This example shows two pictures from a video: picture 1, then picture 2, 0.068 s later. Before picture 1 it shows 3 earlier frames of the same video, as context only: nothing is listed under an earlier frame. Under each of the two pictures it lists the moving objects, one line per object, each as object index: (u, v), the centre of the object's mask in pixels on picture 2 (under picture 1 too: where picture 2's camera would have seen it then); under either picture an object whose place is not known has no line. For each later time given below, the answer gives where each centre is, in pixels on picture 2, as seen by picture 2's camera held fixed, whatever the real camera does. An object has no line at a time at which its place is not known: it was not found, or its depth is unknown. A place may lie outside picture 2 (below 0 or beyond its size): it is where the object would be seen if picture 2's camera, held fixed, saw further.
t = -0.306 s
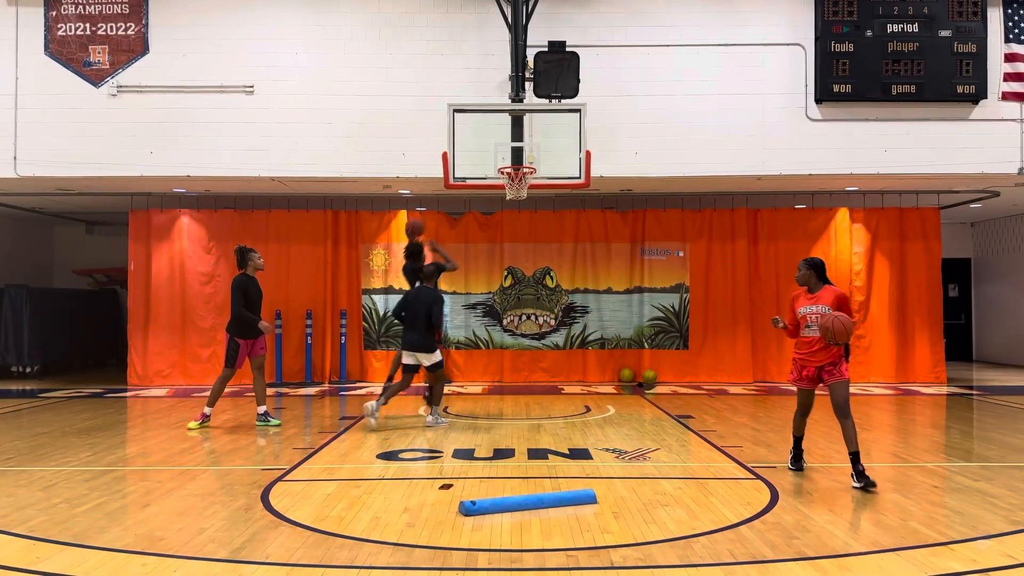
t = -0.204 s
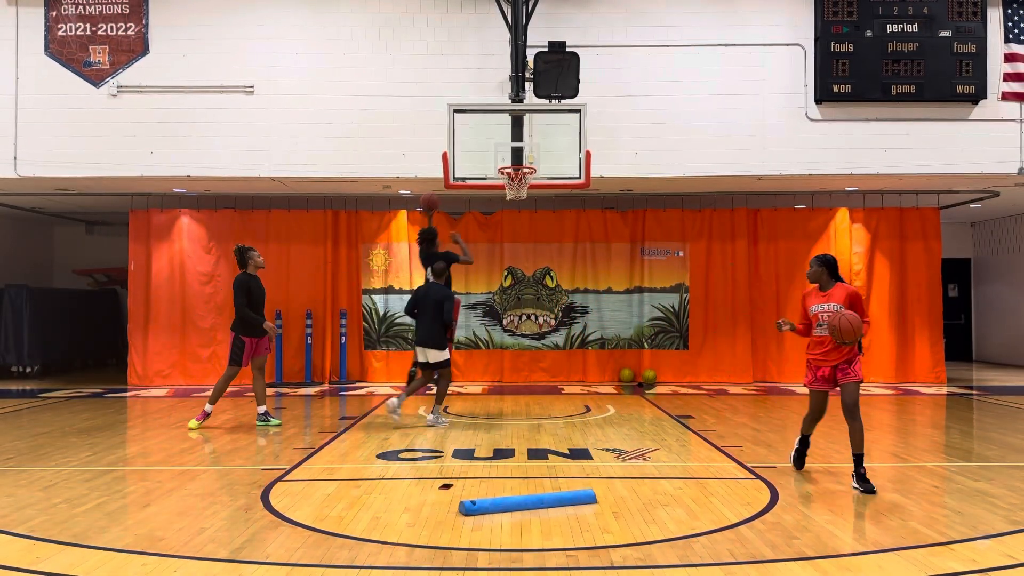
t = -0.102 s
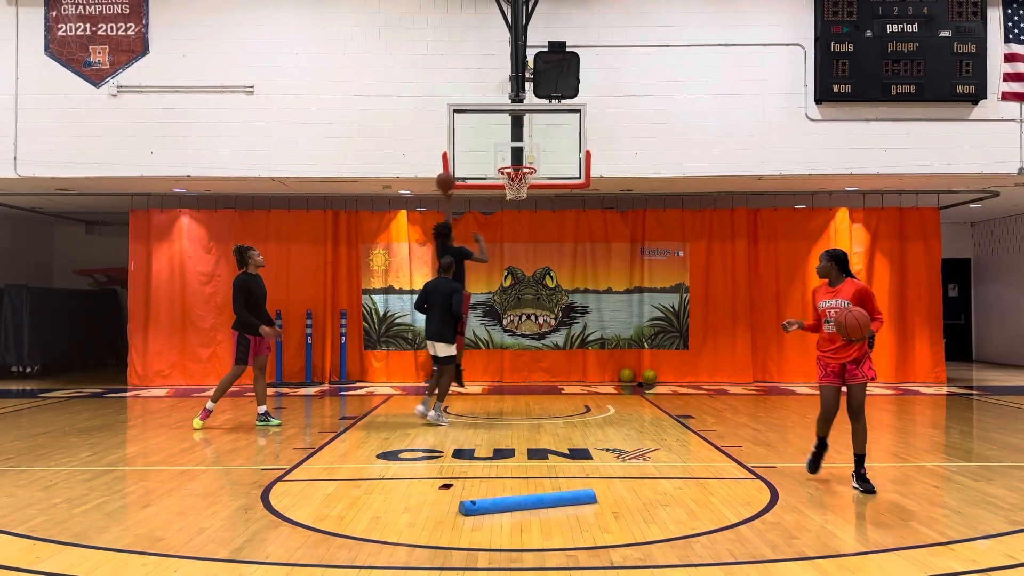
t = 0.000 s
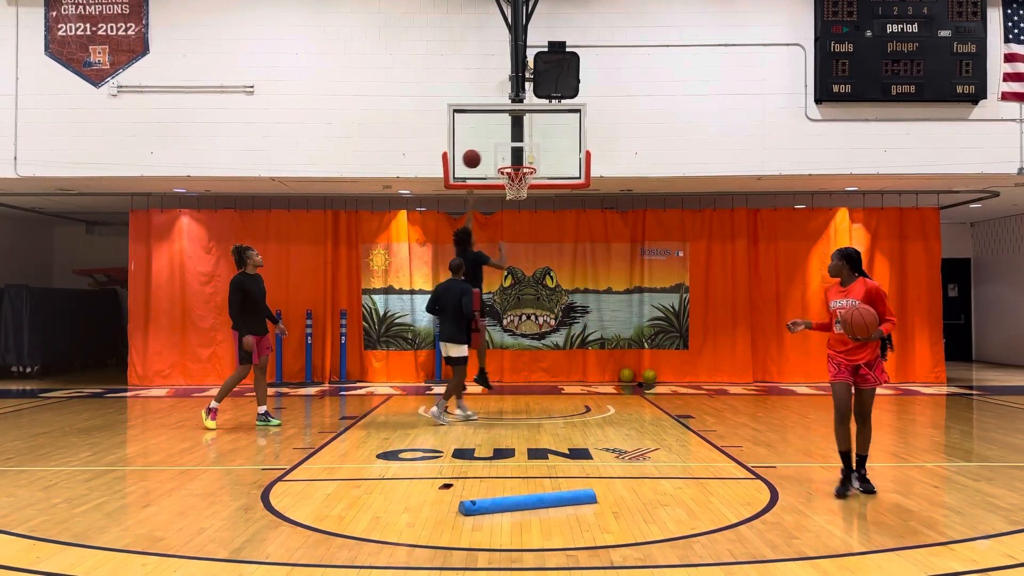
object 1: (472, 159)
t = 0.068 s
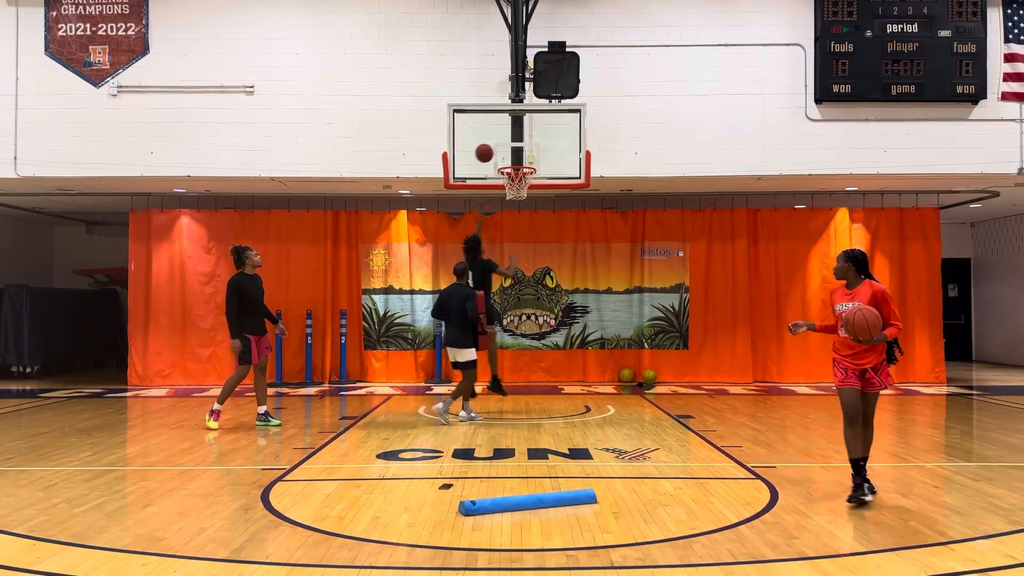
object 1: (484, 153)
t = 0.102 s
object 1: (490, 151)
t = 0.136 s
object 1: (496, 150)
